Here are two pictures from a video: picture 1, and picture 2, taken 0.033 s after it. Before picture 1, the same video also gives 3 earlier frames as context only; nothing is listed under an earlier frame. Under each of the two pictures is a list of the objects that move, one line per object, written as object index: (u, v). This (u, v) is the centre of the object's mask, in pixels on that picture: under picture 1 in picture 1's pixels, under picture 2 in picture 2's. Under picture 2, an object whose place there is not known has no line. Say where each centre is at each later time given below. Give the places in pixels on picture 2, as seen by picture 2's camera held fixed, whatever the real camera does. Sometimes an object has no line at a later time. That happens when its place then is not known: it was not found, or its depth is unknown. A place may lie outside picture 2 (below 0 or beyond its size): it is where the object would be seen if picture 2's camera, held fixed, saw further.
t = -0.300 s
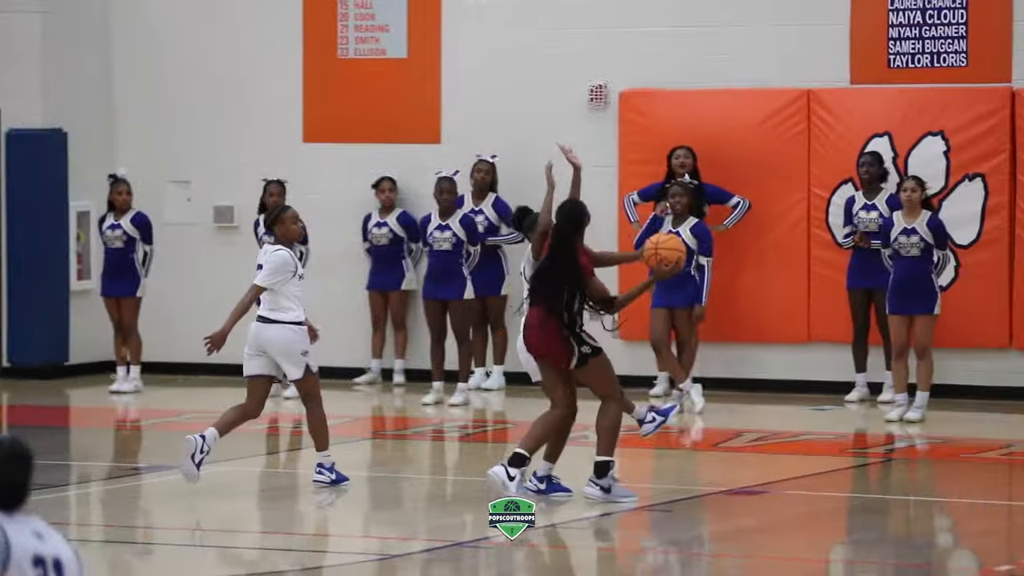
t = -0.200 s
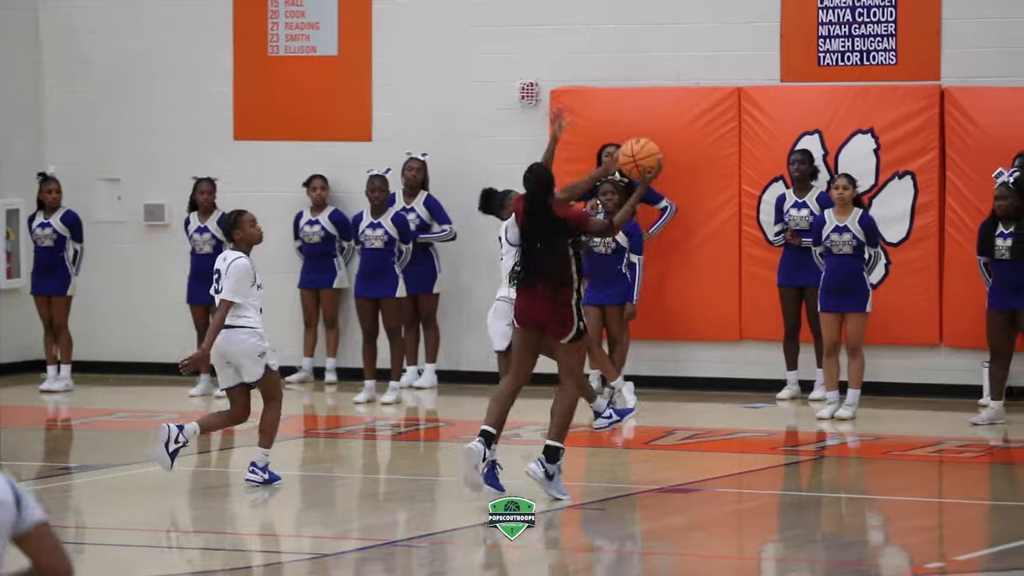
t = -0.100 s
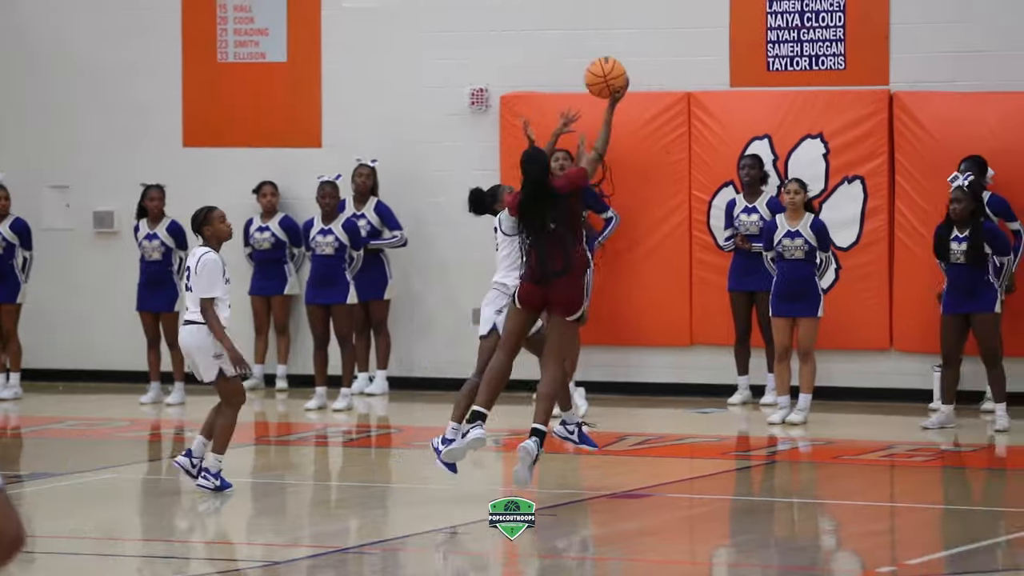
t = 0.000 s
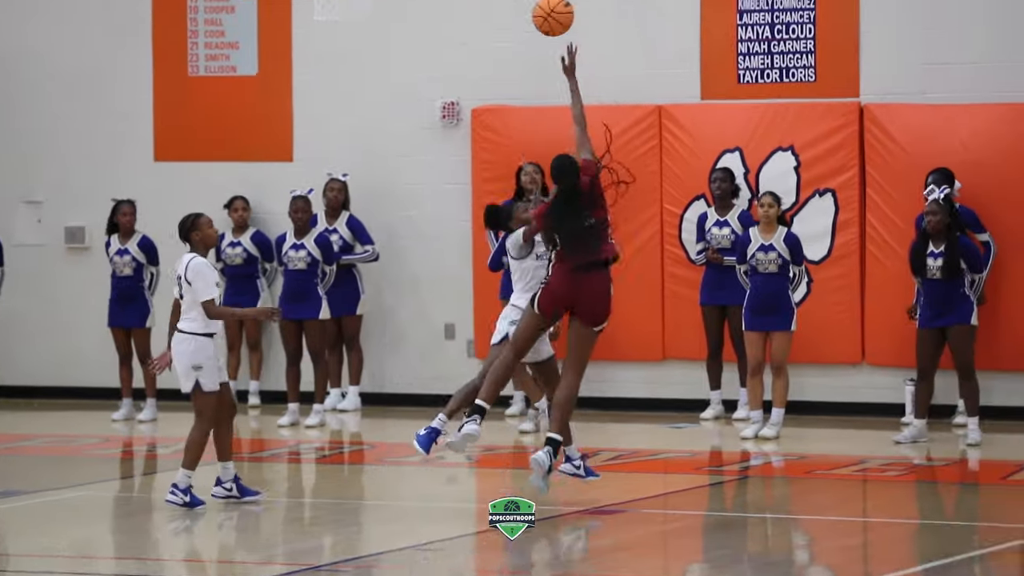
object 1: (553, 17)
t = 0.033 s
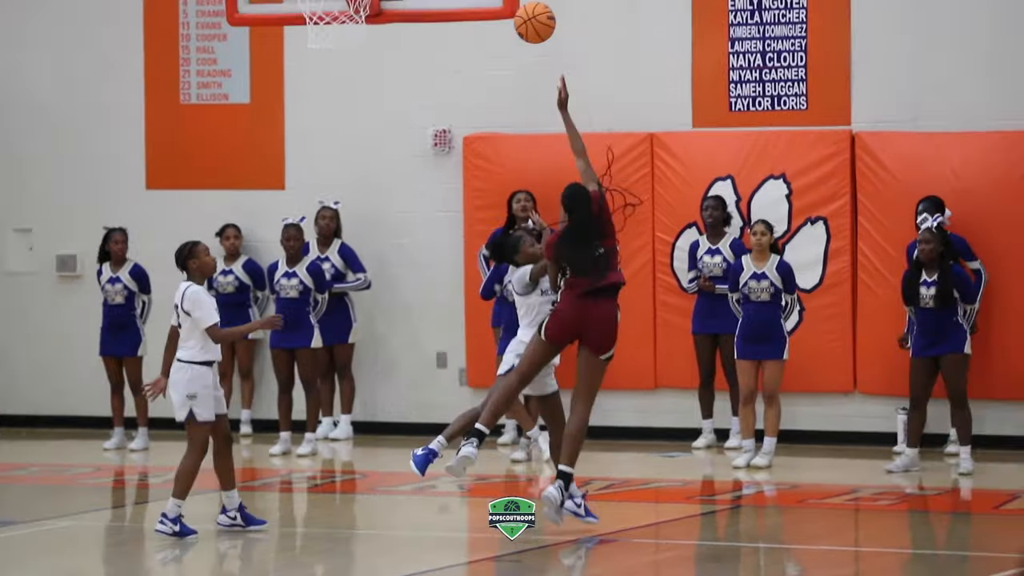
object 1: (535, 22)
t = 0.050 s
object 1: (531, 12)
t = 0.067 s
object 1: (526, 3)
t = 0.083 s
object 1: (522, -6)
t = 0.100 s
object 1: (518, -14)
